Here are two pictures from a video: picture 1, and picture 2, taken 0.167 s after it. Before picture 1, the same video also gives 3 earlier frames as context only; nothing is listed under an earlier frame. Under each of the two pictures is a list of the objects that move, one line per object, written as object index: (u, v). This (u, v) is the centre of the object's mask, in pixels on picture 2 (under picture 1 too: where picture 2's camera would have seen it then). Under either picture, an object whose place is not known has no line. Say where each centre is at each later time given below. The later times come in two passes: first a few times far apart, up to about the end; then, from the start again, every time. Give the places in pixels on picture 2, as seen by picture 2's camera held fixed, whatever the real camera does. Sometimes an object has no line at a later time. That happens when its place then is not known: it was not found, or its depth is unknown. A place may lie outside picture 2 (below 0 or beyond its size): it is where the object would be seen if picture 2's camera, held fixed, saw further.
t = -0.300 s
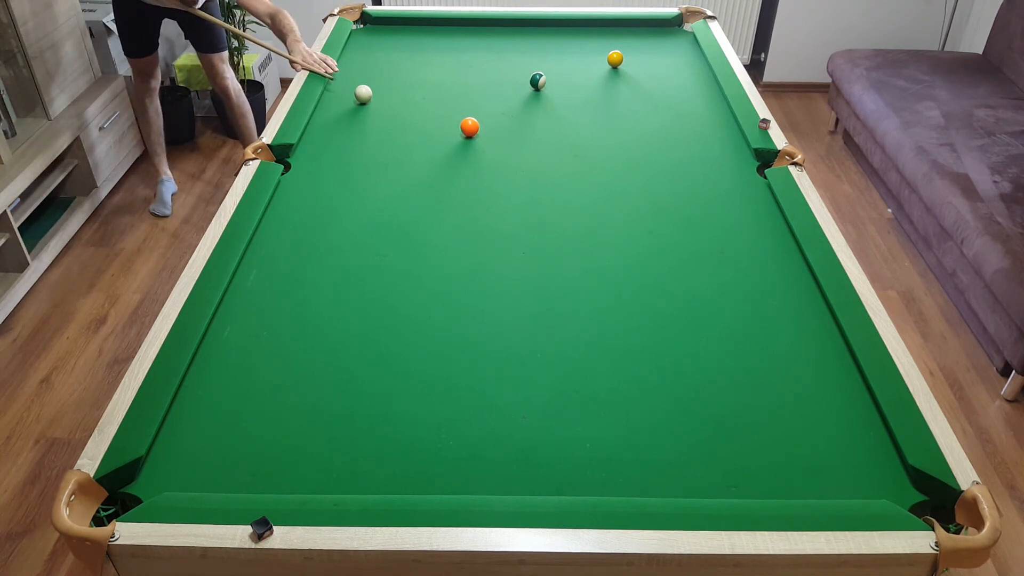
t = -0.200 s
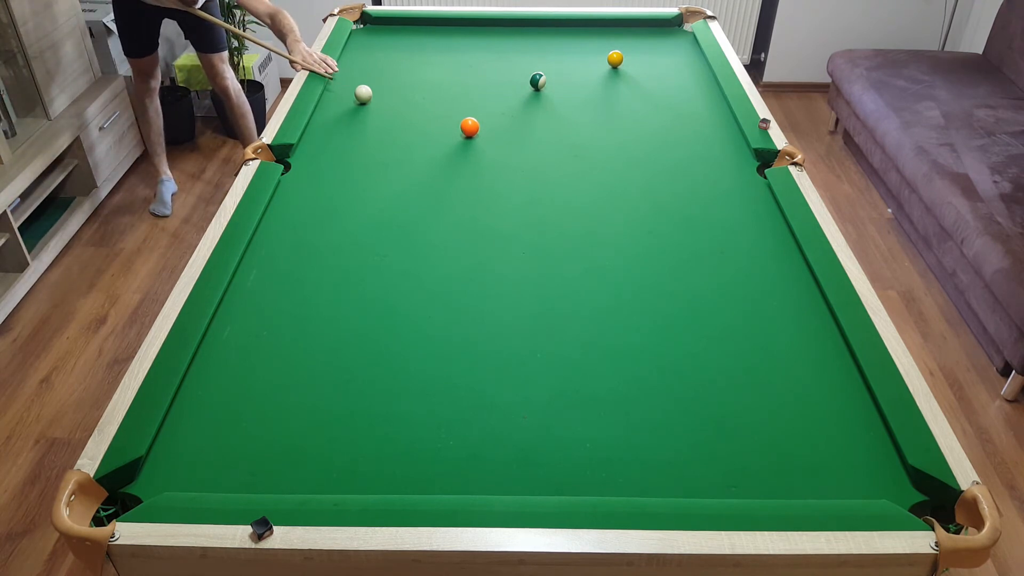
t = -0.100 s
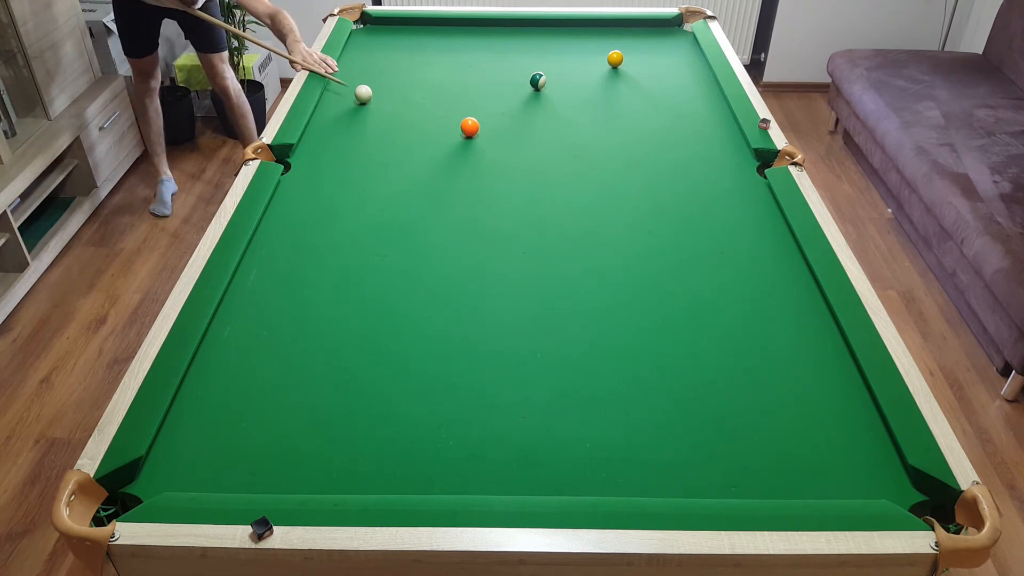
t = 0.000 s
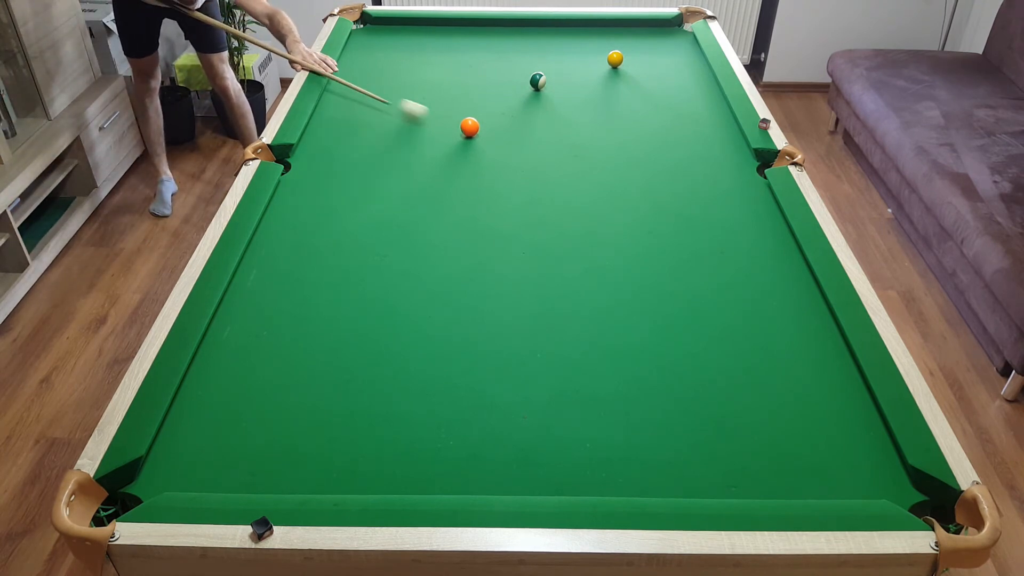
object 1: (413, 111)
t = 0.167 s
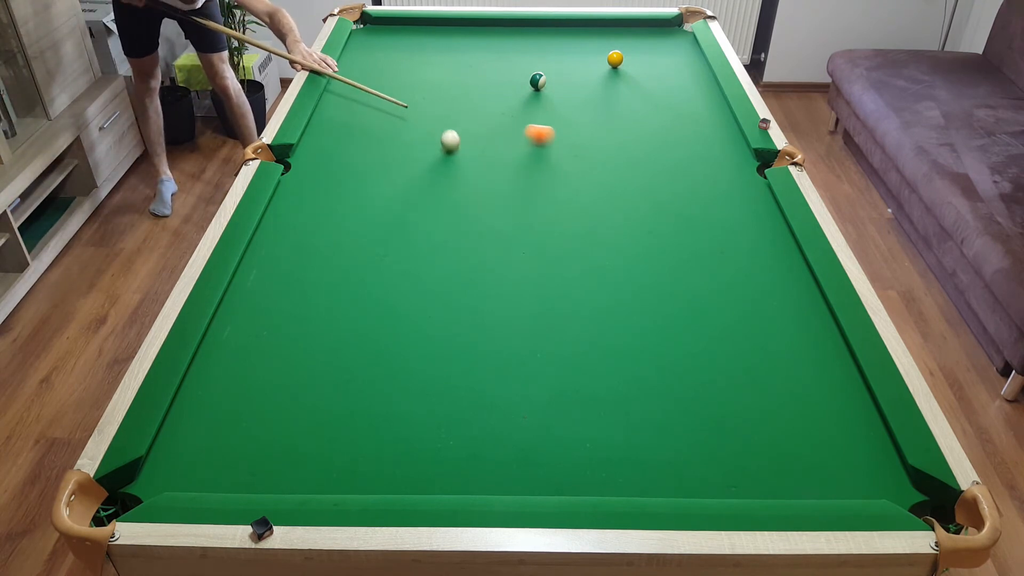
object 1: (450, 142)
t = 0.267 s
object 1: (459, 159)
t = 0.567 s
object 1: (500, 220)
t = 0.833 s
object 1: (546, 288)
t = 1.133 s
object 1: (613, 388)
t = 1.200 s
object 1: (631, 414)
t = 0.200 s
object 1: (452, 147)
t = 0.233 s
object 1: (455, 153)
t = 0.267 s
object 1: (459, 159)
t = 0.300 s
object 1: (463, 165)
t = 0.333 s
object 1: (467, 171)
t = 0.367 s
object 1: (472, 178)
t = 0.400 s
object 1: (476, 185)
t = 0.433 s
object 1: (481, 192)
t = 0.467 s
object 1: (486, 198)
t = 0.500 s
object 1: (490, 205)
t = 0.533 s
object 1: (495, 213)
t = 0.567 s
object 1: (500, 220)
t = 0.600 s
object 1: (506, 228)
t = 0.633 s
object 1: (511, 236)
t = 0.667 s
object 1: (516, 243)
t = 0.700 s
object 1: (522, 252)
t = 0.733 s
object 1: (528, 261)
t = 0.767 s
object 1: (534, 270)
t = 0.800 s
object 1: (540, 279)
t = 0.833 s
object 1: (546, 288)
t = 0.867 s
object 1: (553, 298)
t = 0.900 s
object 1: (559, 308)
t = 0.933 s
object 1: (566, 319)
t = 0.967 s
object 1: (573, 329)
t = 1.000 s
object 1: (581, 339)
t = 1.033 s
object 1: (589, 351)
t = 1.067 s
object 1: (596, 363)
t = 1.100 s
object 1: (605, 375)
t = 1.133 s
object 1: (613, 388)
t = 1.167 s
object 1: (622, 401)
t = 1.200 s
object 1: (631, 414)
